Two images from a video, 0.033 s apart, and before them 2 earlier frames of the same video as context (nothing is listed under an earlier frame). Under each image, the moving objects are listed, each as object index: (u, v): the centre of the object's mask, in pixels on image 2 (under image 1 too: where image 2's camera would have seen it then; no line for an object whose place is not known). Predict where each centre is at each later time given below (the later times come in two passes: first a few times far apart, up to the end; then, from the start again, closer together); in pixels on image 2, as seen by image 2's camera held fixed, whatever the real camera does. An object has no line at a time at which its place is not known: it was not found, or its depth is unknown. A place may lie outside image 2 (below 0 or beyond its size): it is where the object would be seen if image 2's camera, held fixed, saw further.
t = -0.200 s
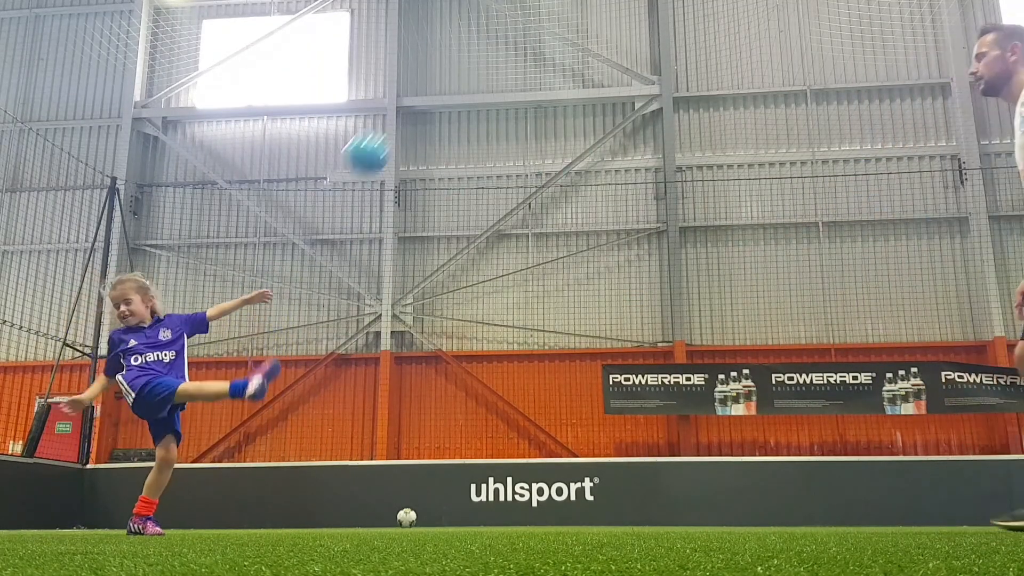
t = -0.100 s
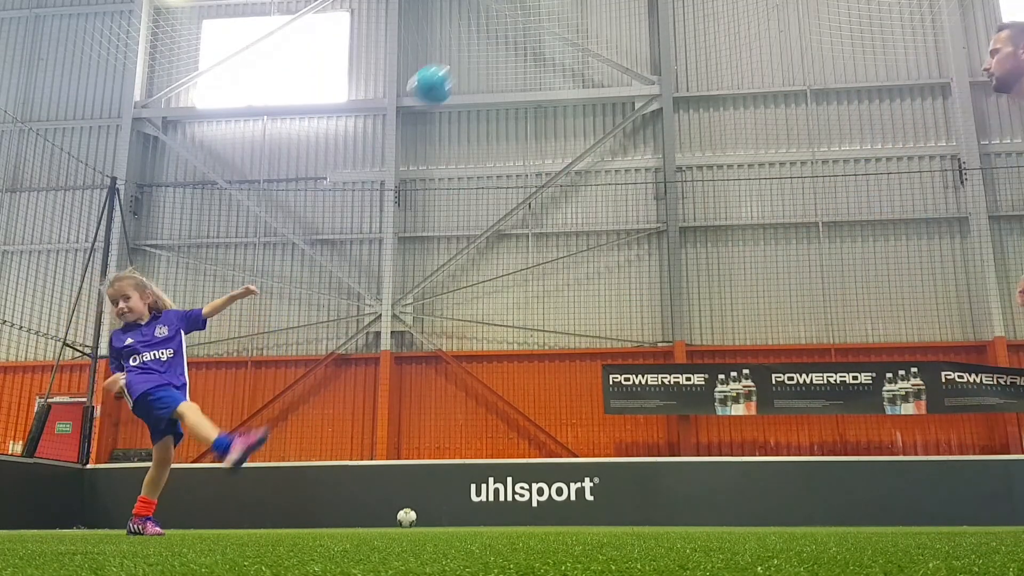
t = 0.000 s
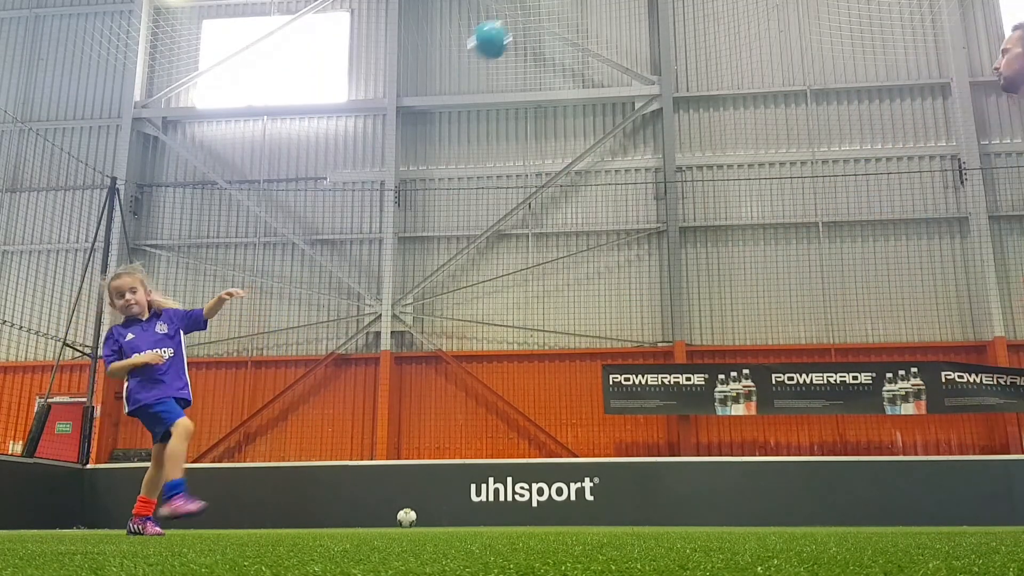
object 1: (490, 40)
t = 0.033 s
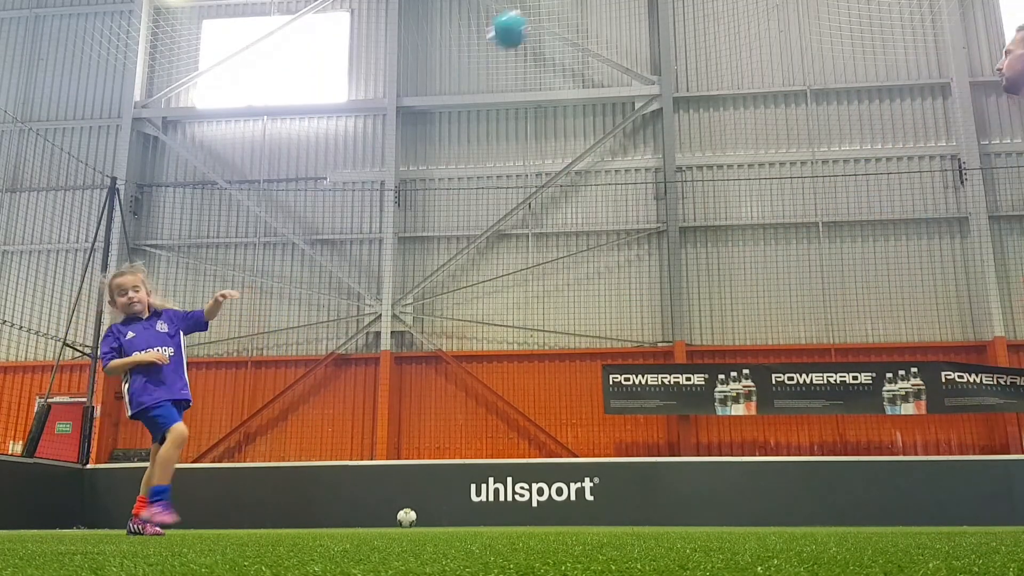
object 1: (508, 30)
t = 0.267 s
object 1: (622, 15)
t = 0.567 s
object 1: (751, 118)
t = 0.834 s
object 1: (865, 319)
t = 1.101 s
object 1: (950, 453)
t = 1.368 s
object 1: (965, 342)
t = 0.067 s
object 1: (526, 21)
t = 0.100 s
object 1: (543, 16)
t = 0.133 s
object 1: (561, 14)
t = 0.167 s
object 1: (576, 12)
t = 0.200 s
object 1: (591, 12)
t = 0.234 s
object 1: (607, 13)
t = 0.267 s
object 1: (622, 15)
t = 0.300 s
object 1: (638, 19)
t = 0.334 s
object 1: (652, 26)
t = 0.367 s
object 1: (666, 34)
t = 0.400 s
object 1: (681, 44)
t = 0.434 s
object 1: (695, 56)
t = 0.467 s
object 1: (709, 69)
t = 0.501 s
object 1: (723, 83)
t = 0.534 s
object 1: (737, 100)
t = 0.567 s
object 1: (751, 118)
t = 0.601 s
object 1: (765, 137)
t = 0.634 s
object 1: (780, 159)
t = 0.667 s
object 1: (793, 181)
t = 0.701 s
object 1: (808, 205)
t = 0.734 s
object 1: (822, 231)
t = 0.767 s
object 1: (836, 258)
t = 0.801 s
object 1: (851, 288)
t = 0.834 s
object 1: (865, 319)
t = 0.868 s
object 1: (881, 352)
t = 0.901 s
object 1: (894, 386)
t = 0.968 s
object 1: (926, 462)
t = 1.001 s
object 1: (942, 504)
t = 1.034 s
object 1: (948, 502)
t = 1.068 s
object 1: (949, 476)
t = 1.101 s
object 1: (950, 453)
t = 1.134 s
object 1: (952, 432)
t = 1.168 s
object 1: (953, 413)
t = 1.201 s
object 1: (954, 398)
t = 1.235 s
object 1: (956, 382)
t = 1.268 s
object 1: (958, 369)
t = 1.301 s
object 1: (961, 358)
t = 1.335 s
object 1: (963, 350)
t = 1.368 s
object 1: (965, 342)
